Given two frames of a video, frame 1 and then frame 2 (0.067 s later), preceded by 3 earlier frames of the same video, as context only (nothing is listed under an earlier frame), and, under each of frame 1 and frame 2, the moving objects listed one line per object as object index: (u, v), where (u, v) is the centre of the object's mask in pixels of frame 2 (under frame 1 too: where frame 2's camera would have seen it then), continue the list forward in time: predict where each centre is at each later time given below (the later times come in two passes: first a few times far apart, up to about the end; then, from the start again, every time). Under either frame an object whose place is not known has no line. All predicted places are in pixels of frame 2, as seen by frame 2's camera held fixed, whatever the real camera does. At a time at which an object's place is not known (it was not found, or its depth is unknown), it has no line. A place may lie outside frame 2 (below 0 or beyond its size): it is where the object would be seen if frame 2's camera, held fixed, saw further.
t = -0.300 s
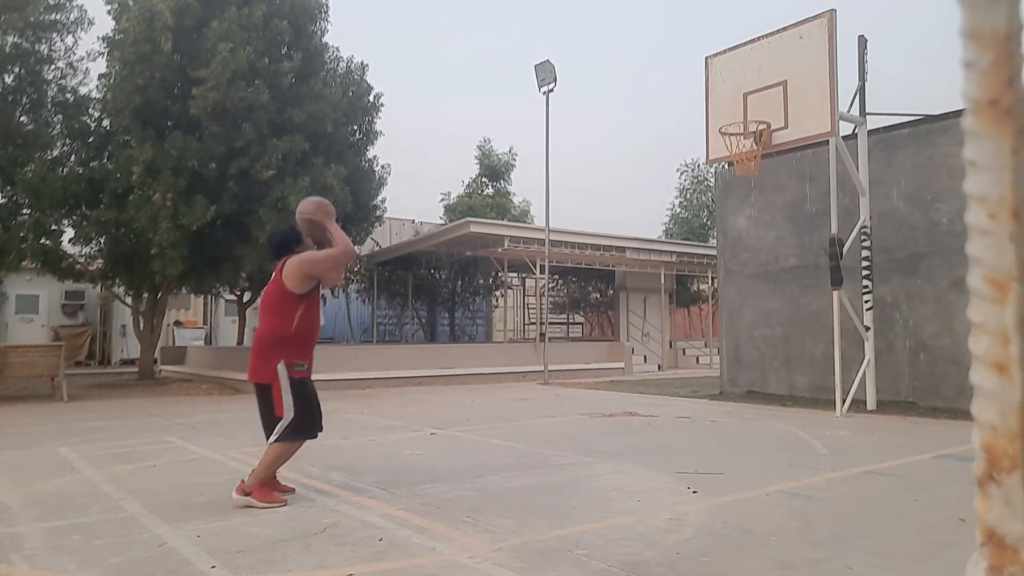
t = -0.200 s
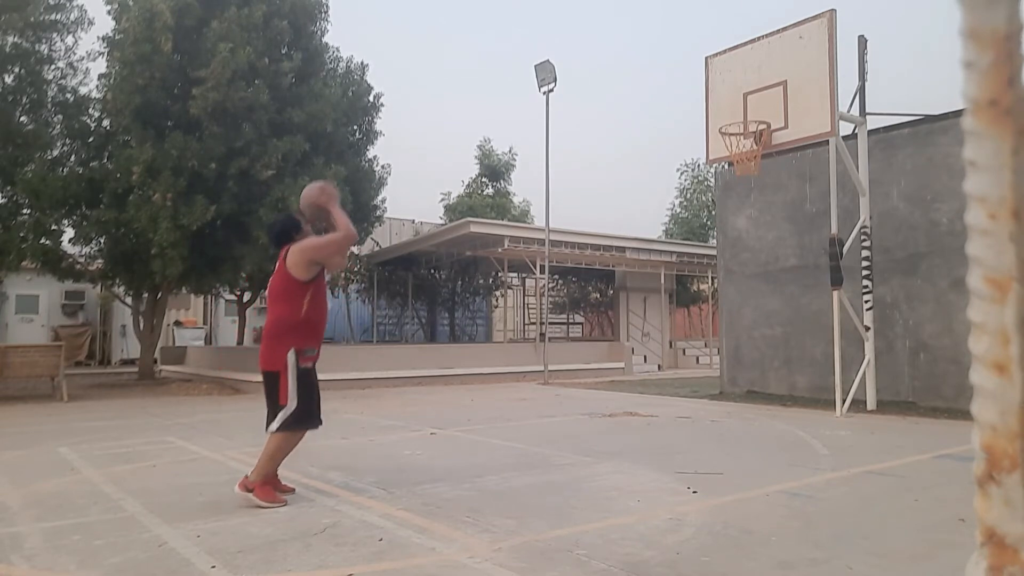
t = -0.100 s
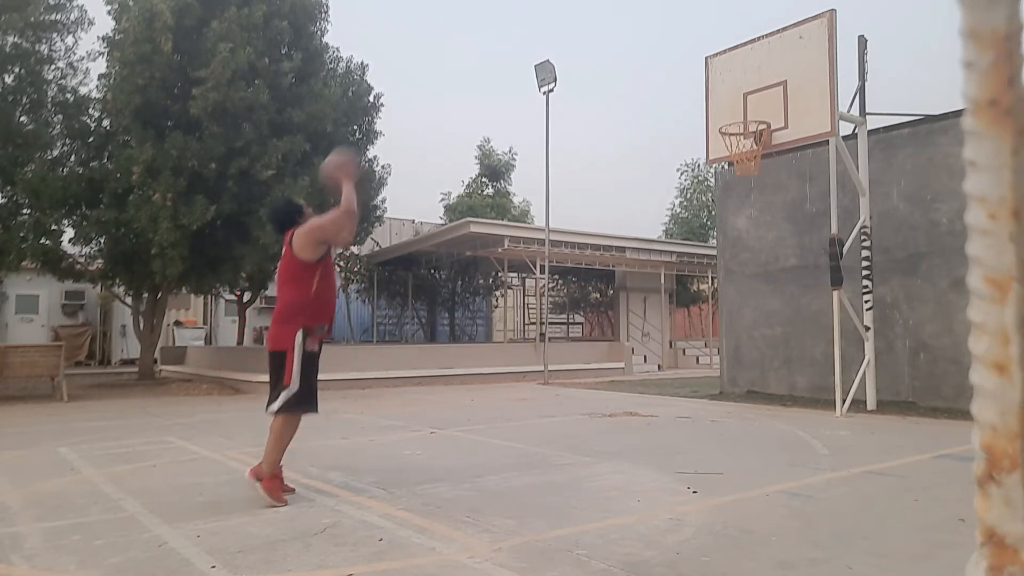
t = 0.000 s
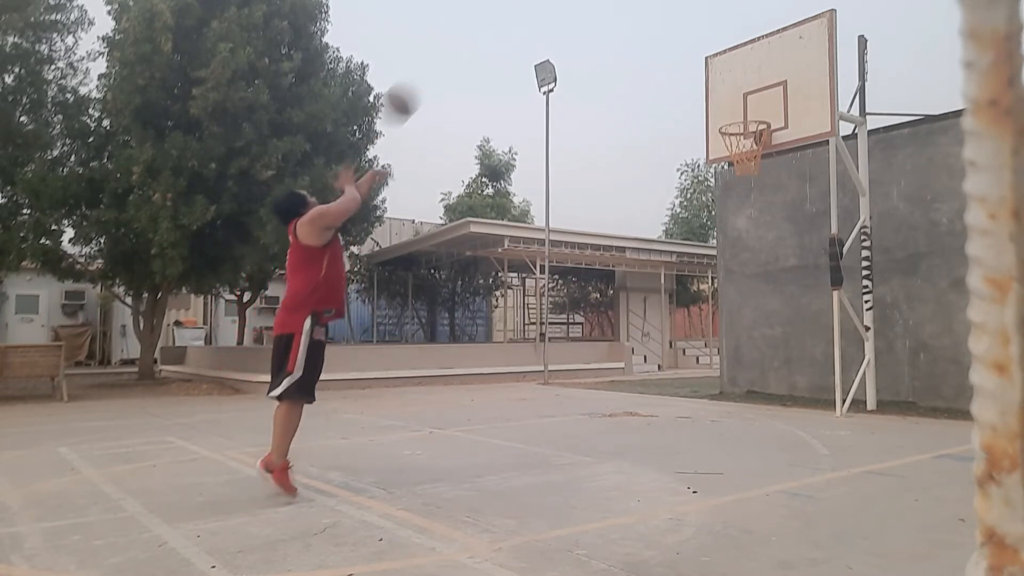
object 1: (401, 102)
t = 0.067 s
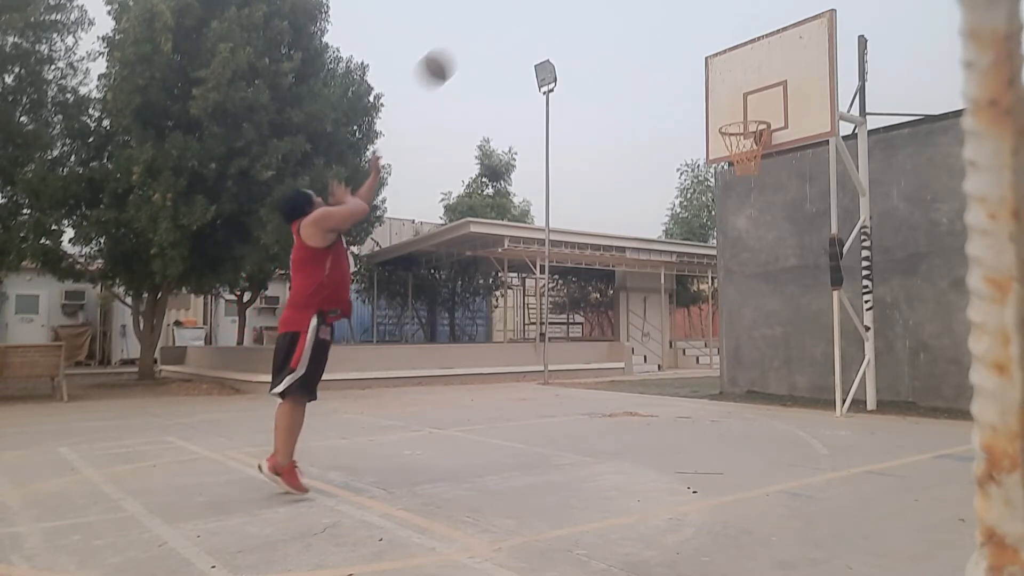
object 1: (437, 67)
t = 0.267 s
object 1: (530, 11)
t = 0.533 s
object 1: (633, 10)
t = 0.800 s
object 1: (715, 75)
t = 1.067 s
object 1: (746, 169)
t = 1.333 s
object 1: (730, 299)
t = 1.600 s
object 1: (711, 373)
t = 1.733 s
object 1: (695, 306)
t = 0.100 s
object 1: (454, 53)
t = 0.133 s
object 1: (470, 40)
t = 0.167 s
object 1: (485, 29)
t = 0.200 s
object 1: (501, 20)
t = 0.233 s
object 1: (516, 14)
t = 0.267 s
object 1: (530, 11)
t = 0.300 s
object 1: (545, 8)
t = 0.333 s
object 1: (559, 7)
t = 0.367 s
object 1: (572, 6)
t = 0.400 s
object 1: (584, 5)
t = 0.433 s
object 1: (597, 6)
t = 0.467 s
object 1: (609, 6)
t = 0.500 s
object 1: (620, 8)
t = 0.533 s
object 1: (633, 10)
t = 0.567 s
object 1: (643, 13)
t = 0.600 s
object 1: (654, 19)
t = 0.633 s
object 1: (665, 26)
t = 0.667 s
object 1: (675, 34)
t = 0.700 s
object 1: (685, 43)
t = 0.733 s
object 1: (694, 52)
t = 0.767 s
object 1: (703, 63)
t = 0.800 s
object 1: (715, 75)
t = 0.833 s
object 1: (723, 87)
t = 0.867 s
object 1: (732, 101)
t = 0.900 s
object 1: (741, 115)
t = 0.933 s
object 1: (753, 131)
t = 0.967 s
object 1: (752, 143)
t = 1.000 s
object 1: (752, 152)
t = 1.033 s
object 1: (748, 162)
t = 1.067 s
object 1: (746, 169)
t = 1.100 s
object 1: (742, 186)
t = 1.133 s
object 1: (741, 199)
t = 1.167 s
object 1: (739, 212)
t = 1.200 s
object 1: (737, 228)
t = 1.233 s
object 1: (736, 244)
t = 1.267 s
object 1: (734, 260)
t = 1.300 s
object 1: (732, 277)
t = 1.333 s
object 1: (730, 299)
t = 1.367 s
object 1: (727, 320)
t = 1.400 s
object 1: (727, 340)
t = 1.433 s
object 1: (728, 369)
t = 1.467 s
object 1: (725, 390)
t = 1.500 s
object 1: (723, 416)
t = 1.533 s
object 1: (720, 409)
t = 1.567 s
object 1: (718, 391)
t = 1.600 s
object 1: (711, 373)
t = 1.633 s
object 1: (708, 354)
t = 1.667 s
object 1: (704, 337)
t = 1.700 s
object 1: (702, 327)
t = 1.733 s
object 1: (695, 306)
